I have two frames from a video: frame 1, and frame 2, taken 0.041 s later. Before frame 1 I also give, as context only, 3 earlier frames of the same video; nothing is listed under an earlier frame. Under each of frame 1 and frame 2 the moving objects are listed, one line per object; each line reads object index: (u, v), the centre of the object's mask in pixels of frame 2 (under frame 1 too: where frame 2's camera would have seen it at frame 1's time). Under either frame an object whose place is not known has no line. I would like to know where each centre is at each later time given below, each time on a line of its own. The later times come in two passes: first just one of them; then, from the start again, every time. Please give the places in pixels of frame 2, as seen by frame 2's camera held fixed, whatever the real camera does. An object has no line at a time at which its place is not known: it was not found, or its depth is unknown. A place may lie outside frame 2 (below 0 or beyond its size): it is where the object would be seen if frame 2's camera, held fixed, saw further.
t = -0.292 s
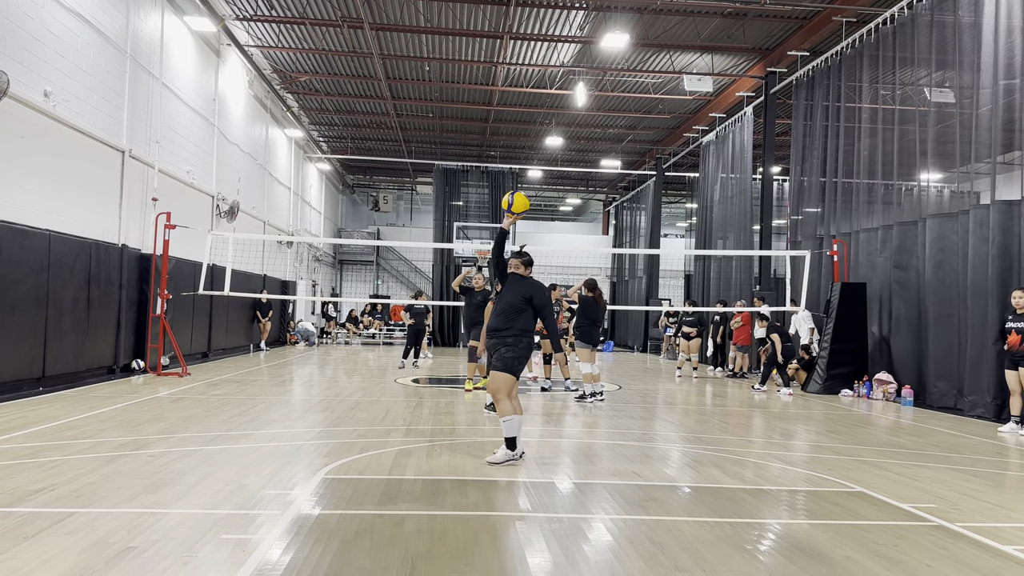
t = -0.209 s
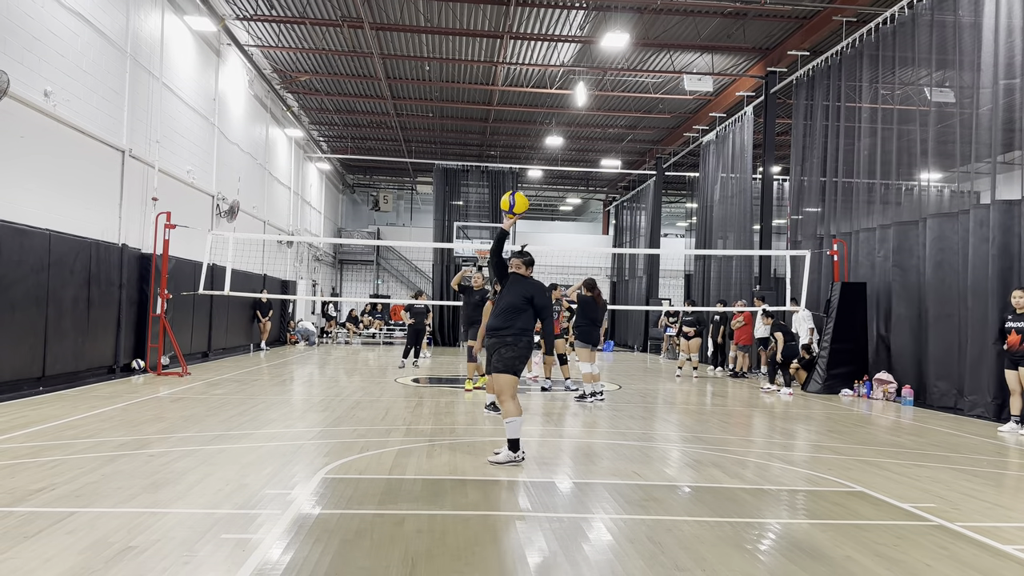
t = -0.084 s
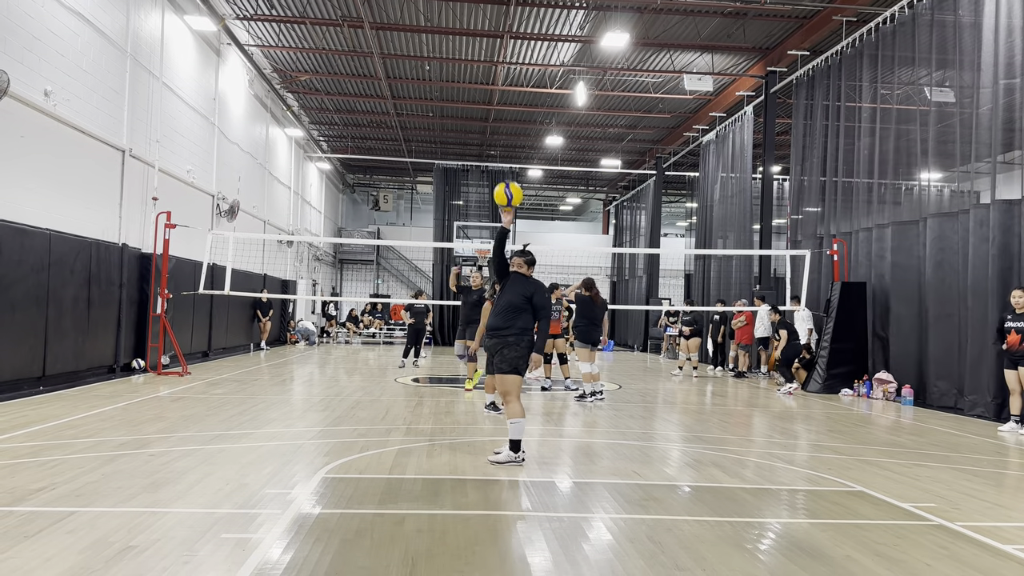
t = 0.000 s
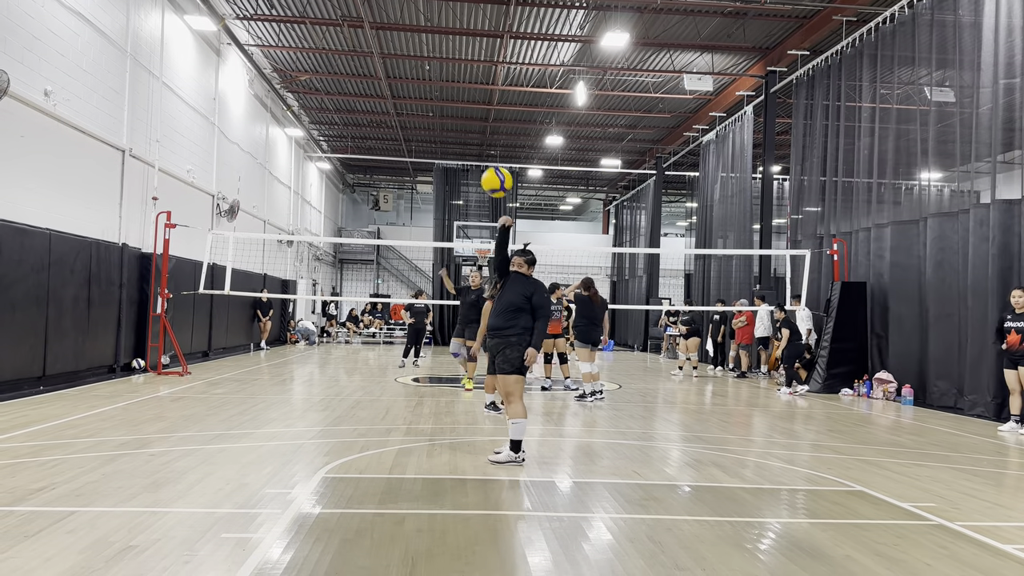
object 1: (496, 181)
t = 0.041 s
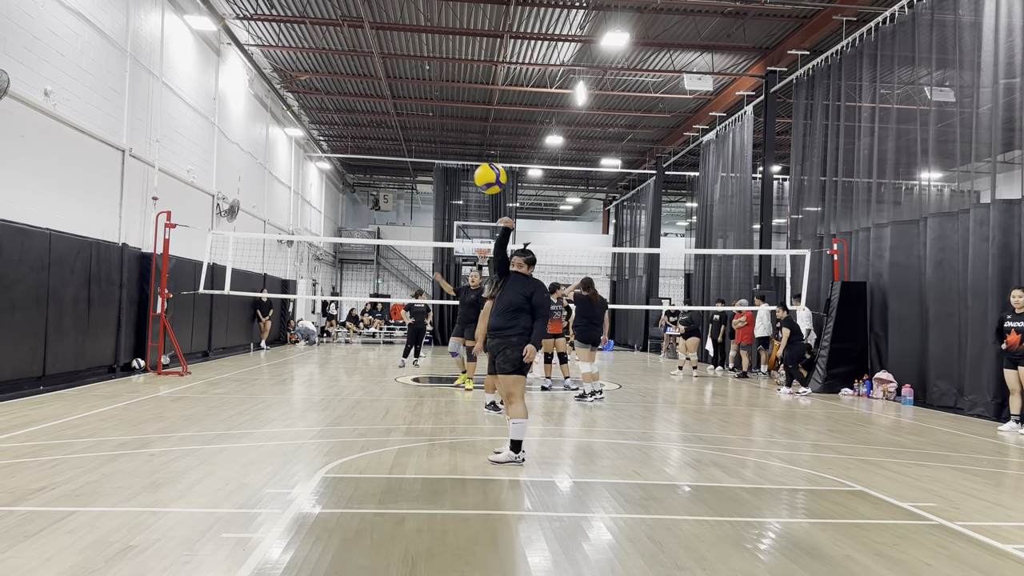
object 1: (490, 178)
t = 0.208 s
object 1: (458, 190)
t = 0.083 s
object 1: (483, 177)
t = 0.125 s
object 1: (475, 179)
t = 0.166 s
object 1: (467, 183)
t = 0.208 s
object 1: (458, 190)
